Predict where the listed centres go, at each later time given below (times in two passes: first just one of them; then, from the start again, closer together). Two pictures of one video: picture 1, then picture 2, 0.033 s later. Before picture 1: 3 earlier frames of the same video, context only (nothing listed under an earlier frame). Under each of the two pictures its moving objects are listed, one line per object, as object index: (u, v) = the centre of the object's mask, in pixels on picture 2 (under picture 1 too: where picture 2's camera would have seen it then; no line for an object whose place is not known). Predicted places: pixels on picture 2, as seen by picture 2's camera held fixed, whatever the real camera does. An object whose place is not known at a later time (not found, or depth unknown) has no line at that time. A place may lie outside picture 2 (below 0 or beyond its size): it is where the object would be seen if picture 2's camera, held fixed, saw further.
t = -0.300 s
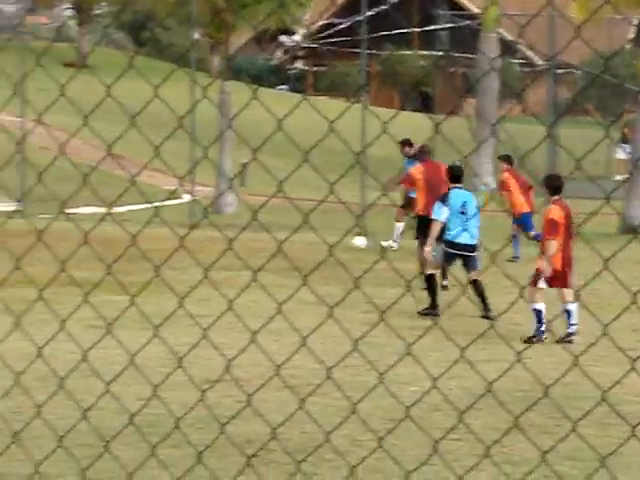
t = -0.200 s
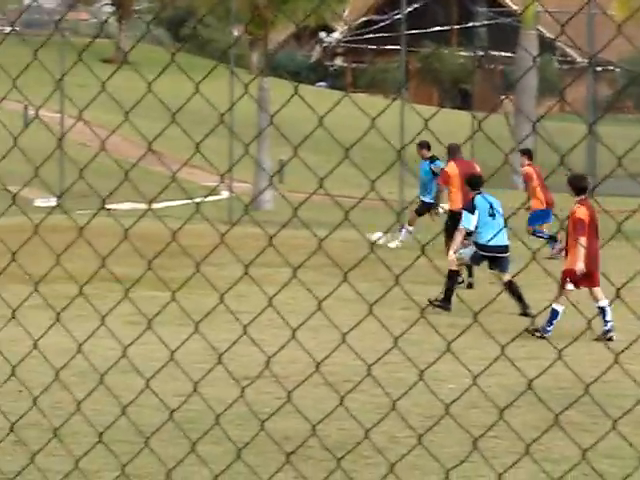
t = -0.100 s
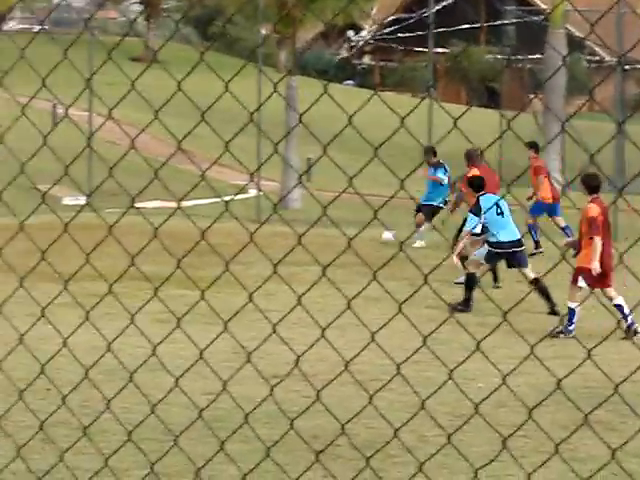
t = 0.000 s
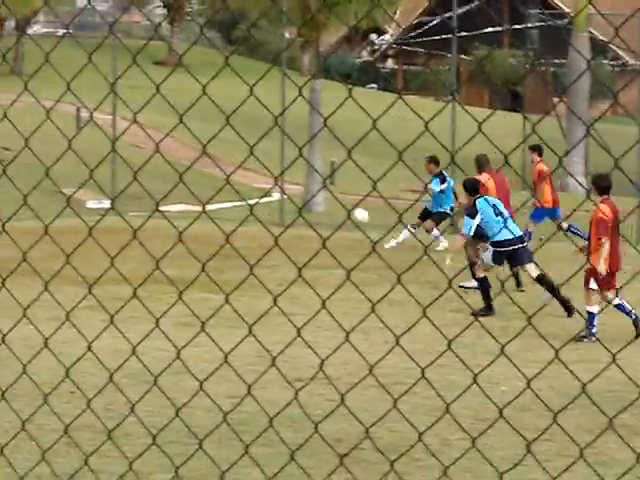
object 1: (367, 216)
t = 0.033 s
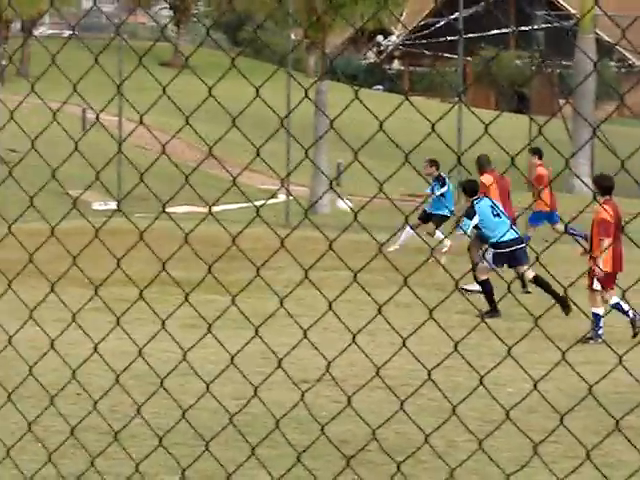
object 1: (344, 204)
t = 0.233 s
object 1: (199, 145)
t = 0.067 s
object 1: (319, 193)
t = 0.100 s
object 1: (298, 184)
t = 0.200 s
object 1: (224, 154)
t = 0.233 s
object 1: (199, 145)
